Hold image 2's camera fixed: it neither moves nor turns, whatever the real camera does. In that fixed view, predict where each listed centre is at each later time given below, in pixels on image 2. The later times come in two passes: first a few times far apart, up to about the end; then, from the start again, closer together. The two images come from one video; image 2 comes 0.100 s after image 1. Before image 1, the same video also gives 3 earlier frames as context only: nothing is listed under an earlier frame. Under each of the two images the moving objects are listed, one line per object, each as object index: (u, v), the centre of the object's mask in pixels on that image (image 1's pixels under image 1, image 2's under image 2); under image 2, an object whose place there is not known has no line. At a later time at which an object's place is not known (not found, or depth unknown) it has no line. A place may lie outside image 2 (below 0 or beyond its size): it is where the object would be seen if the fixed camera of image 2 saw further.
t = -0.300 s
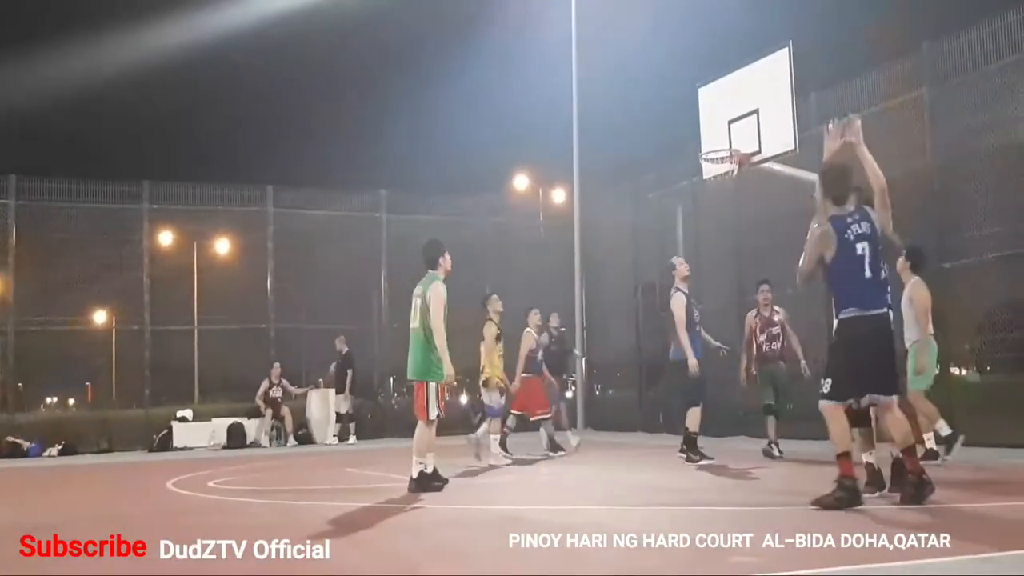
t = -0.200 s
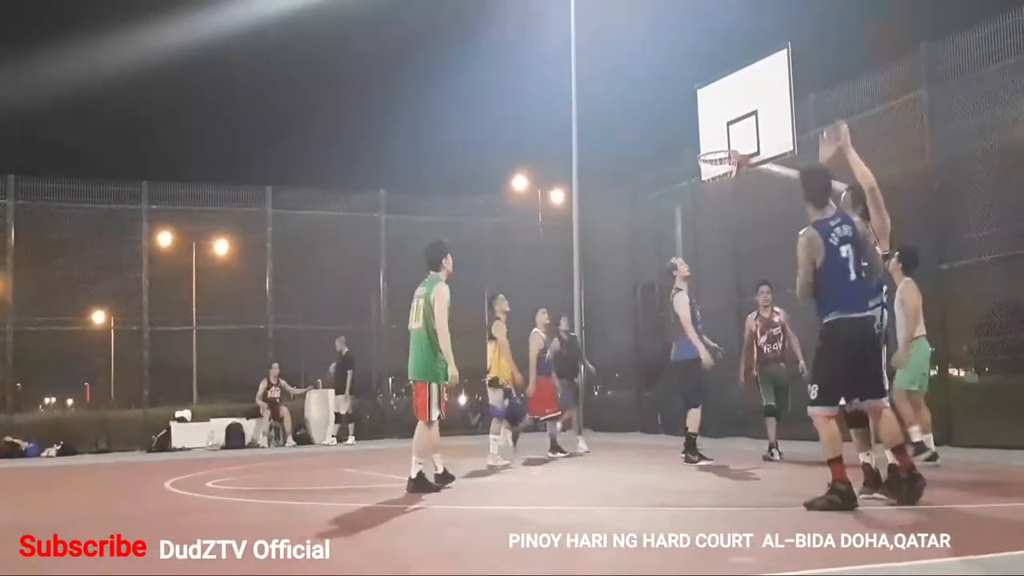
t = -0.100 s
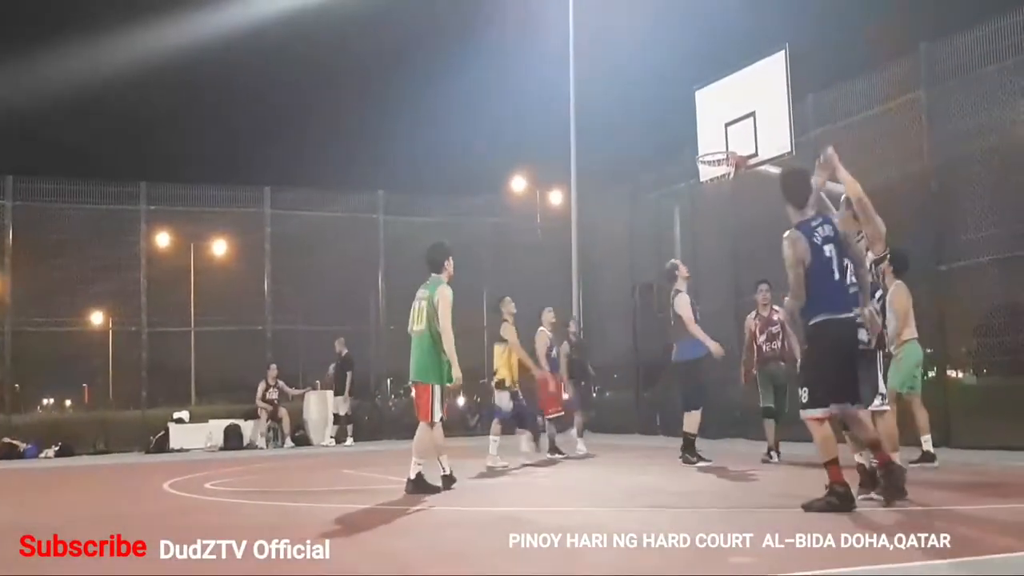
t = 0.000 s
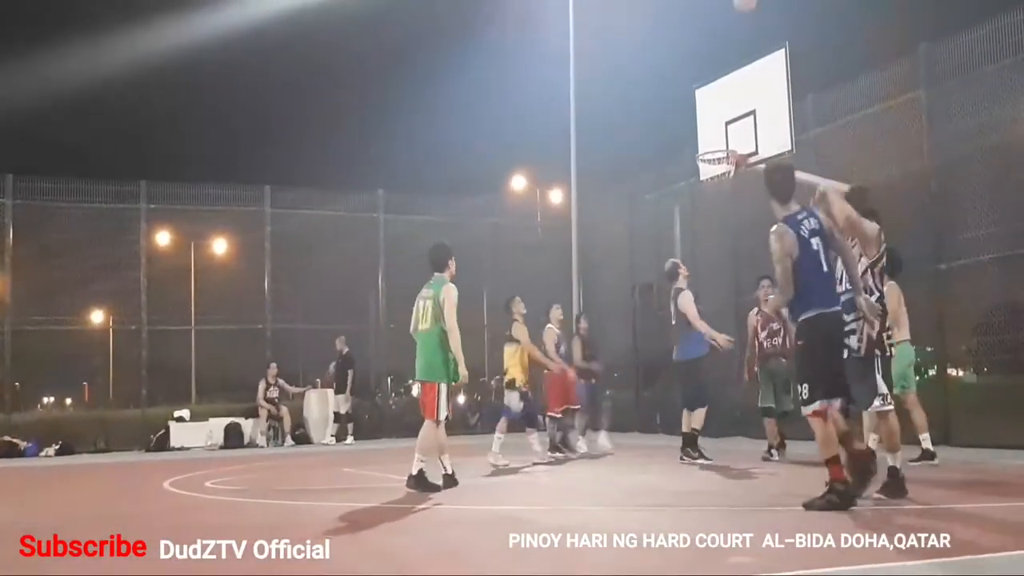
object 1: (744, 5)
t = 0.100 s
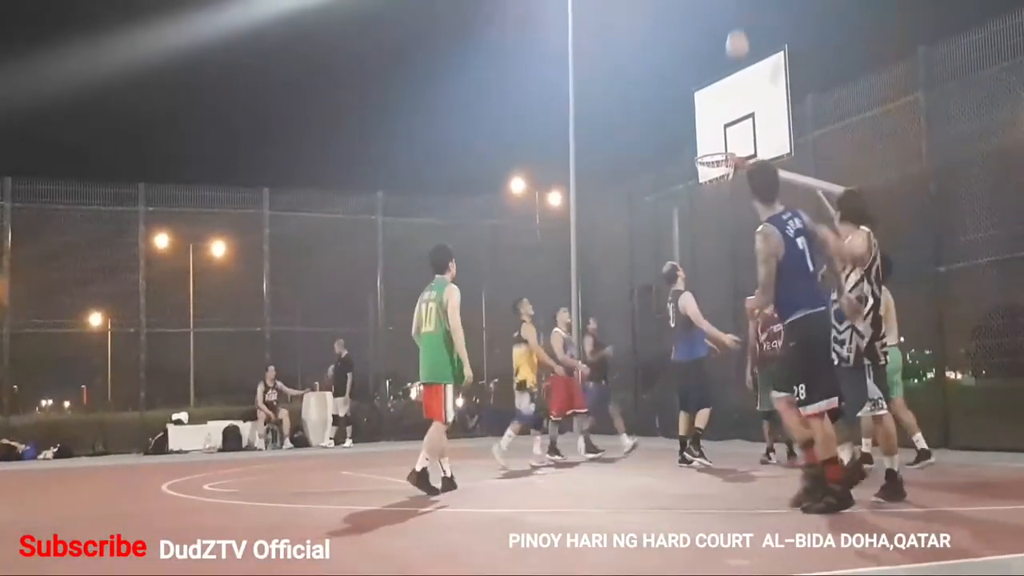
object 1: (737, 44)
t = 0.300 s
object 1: (726, 145)
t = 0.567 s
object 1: (657, 72)
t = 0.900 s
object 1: (580, 77)
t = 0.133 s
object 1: (734, 60)
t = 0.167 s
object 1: (733, 78)
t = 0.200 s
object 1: (731, 96)
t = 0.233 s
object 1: (729, 114)
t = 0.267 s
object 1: (727, 134)
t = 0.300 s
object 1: (726, 145)
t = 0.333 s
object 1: (716, 133)
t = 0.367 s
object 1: (708, 122)
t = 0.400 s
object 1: (699, 111)
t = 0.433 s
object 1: (690, 100)
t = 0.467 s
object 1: (682, 92)
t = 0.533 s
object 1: (666, 78)
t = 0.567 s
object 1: (657, 72)
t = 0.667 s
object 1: (634, 63)
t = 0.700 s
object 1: (626, 62)
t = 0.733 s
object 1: (618, 62)
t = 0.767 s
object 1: (610, 63)
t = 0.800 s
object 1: (603, 64)
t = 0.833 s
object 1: (595, 67)
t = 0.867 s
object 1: (586, 72)
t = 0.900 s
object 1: (580, 77)
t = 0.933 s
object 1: (571, 83)
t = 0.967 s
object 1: (564, 91)
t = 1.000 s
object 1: (557, 99)
